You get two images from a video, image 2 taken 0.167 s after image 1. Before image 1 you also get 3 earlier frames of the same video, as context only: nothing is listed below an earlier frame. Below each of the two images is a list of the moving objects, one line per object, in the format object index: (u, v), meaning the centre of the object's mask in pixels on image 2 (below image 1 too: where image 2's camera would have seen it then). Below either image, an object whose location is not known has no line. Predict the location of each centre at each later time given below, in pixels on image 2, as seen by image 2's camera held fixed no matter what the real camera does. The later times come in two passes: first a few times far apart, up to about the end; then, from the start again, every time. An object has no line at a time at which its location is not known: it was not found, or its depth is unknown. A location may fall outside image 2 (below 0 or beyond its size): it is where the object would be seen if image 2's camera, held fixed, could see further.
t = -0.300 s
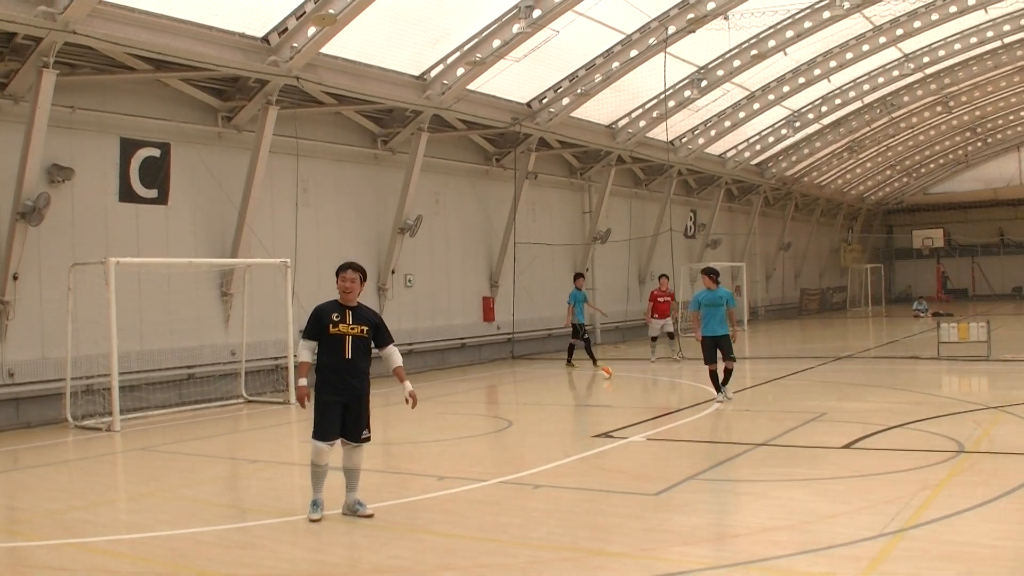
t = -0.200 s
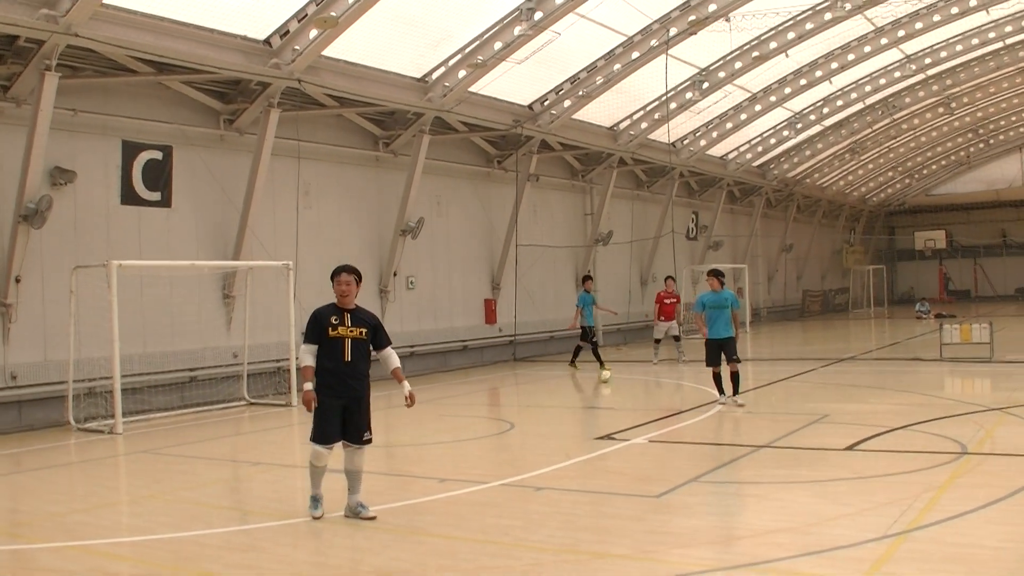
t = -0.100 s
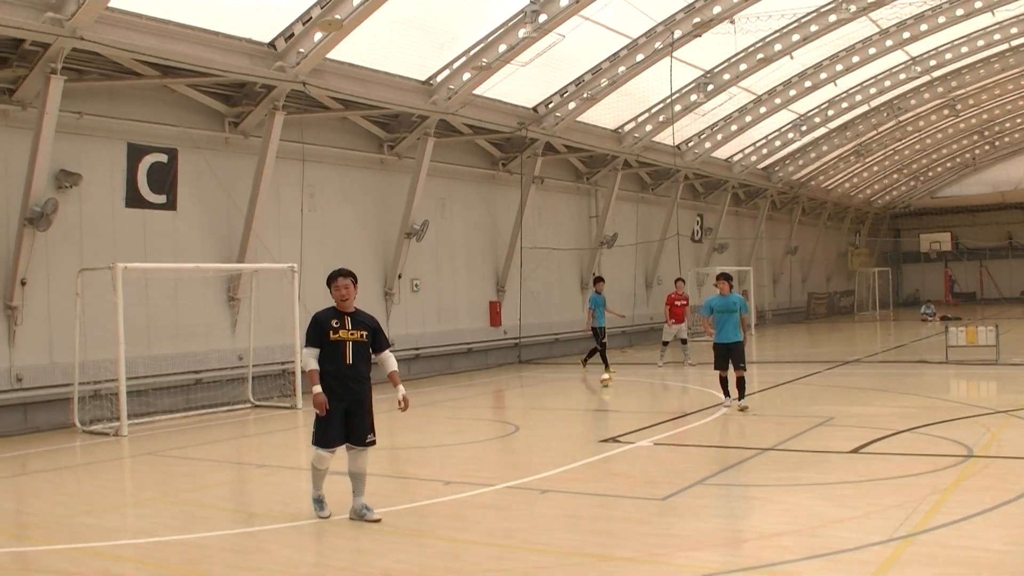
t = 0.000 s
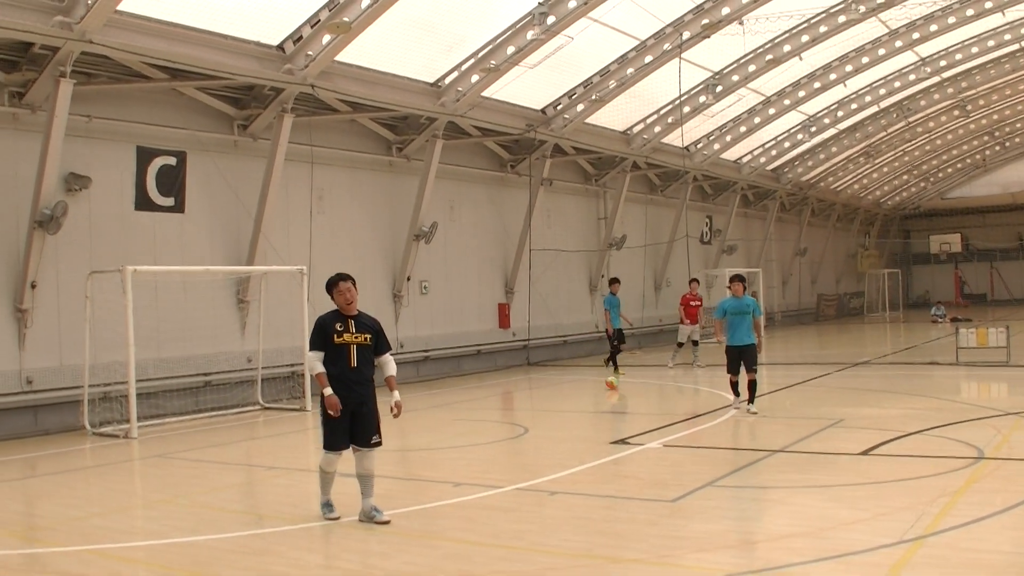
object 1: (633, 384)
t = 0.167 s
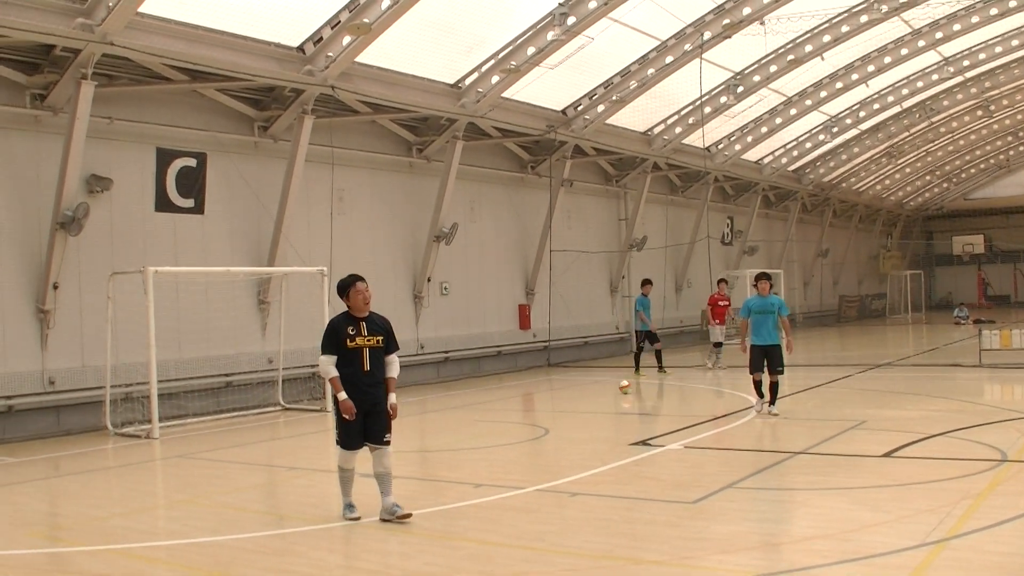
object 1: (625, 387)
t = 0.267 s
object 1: (621, 388)
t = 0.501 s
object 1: (610, 392)
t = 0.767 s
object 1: (598, 396)
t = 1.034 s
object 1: (586, 400)
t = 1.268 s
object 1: (574, 405)
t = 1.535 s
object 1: (560, 410)
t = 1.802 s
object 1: (545, 416)
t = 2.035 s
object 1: (531, 420)
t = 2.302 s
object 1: (514, 426)
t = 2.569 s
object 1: (496, 432)
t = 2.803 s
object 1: (479, 438)
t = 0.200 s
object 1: (624, 387)
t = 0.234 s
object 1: (622, 388)
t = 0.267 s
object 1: (621, 388)
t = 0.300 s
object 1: (619, 389)
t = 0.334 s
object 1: (618, 390)
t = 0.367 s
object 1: (616, 390)
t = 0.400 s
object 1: (615, 391)
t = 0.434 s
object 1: (613, 391)
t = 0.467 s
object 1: (612, 392)
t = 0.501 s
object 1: (610, 392)
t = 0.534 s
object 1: (609, 392)
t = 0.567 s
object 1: (607, 393)
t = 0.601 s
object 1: (606, 394)
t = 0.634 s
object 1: (604, 394)
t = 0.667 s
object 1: (603, 395)
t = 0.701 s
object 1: (601, 395)
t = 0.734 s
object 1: (600, 395)
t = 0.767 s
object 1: (598, 396)
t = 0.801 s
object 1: (597, 396)
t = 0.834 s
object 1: (595, 397)
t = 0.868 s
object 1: (594, 398)
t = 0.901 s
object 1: (592, 399)
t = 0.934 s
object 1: (590, 399)
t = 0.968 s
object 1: (589, 399)
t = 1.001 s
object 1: (588, 400)
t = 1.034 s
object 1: (586, 400)
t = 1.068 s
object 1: (584, 401)
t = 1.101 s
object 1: (583, 401)
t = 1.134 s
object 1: (581, 402)
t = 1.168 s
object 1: (579, 403)
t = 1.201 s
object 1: (578, 403)
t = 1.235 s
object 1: (576, 404)
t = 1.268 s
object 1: (574, 405)
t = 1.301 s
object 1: (572, 405)
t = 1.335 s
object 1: (571, 406)
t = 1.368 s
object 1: (570, 406)
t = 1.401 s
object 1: (568, 407)
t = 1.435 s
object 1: (566, 408)
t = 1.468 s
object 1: (564, 409)
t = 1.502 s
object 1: (562, 409)
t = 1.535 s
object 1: (560, 410)
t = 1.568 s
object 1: (559, 410)
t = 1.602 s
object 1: (556, 411)
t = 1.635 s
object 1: (555, 412)
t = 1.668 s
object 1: (553, 412)
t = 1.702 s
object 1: (551, 413)
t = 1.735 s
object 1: (549, 414)
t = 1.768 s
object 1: (547, 415)
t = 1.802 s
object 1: (545, 416)
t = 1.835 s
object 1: (543, 416)
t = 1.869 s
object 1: (541, 417)
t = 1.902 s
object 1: (539, 418)
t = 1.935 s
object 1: (537, 418)
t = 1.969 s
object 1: (535, 419)
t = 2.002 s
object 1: (533, 419)
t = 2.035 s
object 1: (531, 420)
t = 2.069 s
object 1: (529, 421)
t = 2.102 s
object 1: (527, 422)
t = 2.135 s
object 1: (525, 423)
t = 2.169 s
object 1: (523, 423)
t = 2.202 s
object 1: (520, 424)
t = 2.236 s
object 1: (518, 425)
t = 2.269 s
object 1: (517, 425)
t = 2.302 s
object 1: (514, 426)
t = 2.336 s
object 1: (512, 427)
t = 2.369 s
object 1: (510, 428)
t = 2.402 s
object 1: (508, 429)
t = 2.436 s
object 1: (505, 429)
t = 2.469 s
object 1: (503, 430)
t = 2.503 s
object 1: (501, 431)
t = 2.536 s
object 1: (498, 432)
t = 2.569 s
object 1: (496, 432)
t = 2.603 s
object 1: (494, 433)
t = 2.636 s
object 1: (492, 434)
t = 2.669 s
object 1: (489, 435)
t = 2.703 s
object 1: (487, 436)
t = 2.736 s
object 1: (484, 437)
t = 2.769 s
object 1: (481, 438)
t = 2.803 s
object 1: (479, 438)
